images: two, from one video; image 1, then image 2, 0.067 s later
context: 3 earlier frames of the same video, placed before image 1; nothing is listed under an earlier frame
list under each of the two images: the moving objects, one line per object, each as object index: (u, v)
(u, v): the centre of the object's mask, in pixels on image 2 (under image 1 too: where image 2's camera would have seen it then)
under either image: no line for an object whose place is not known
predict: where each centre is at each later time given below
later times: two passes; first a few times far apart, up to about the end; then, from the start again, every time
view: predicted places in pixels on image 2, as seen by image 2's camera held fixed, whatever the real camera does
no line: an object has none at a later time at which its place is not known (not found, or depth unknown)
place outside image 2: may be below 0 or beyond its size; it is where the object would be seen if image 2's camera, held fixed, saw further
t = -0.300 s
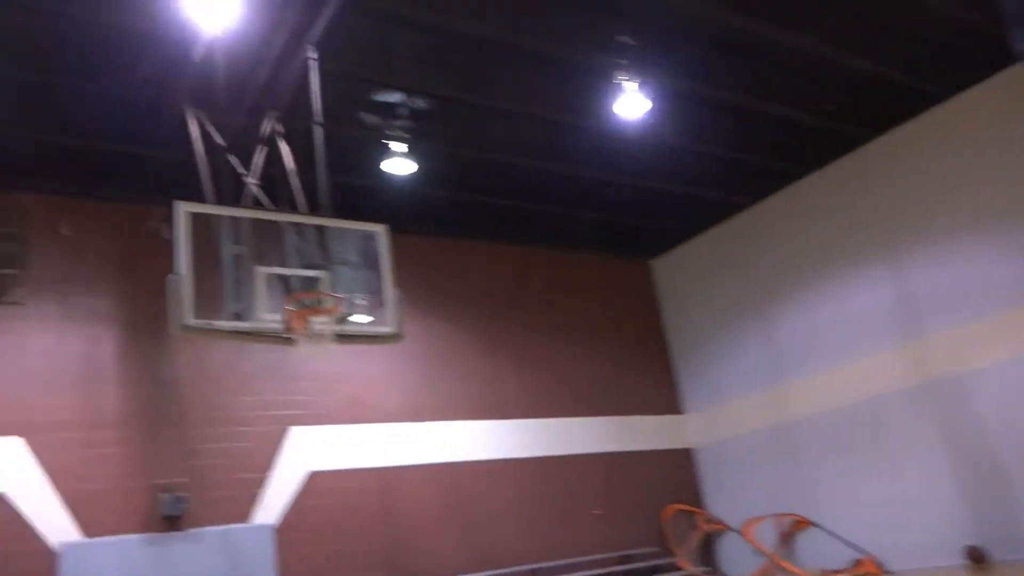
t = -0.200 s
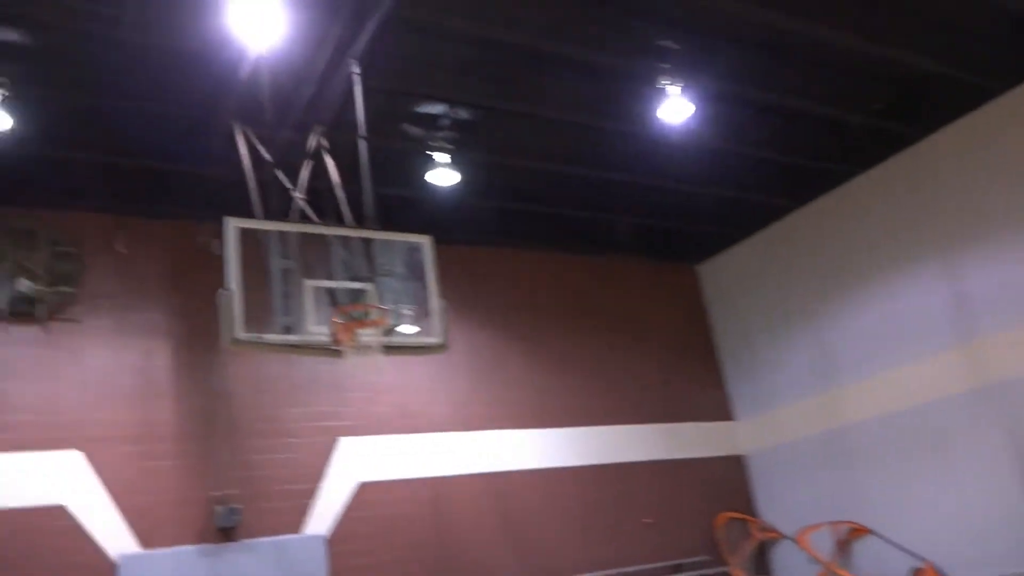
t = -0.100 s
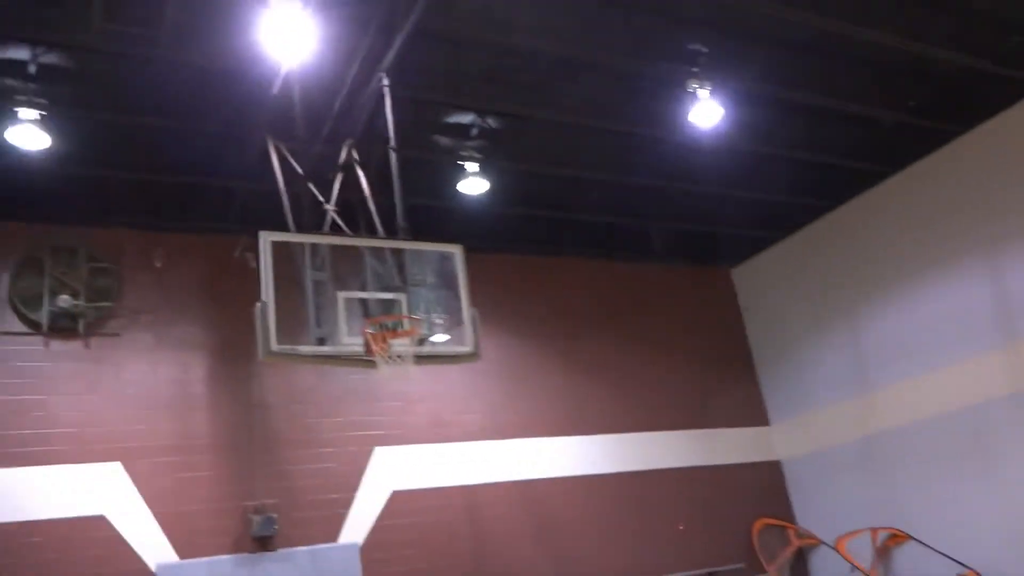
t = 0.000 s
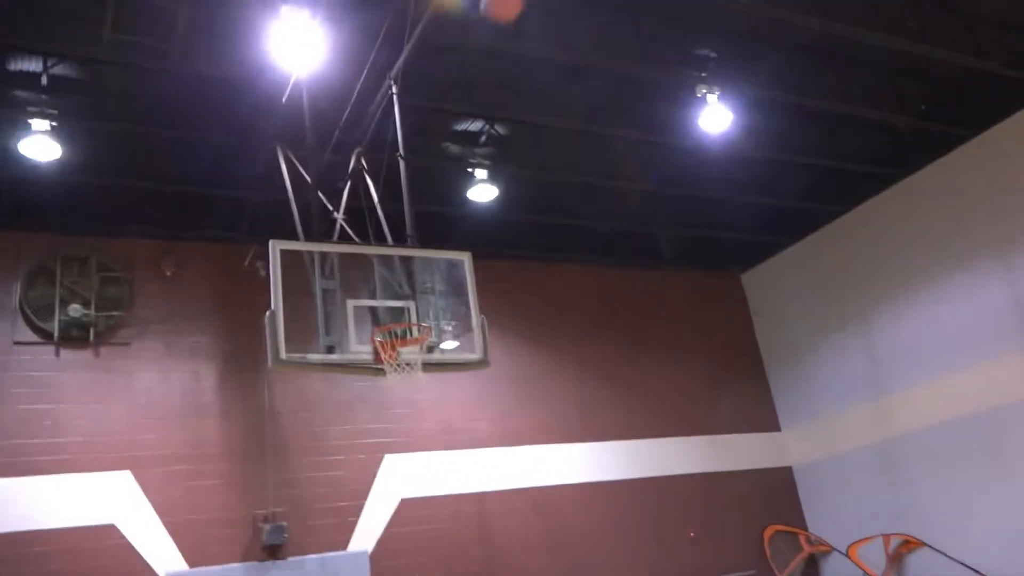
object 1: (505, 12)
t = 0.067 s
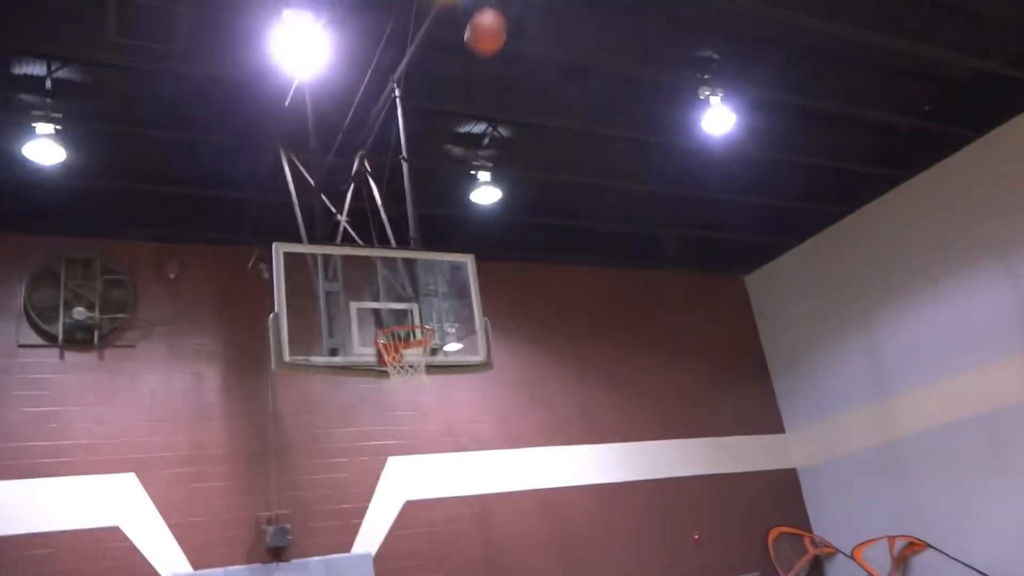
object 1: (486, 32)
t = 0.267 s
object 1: (443, 141)
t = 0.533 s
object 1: (409, 316)
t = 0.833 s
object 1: (433, 438)
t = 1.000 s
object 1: (467, 558)
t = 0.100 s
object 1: (477, 49)
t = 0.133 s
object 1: (469, 66)
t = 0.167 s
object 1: (462, 84)
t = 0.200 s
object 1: (455, 103)
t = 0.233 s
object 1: (449, 122)
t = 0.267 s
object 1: (443, 141)
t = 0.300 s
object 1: (437, 162)
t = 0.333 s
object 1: (433, 181)
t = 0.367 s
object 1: (428, 203)
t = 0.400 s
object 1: (424, 225)
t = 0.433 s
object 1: (420, 246)
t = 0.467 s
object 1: (416, 271)
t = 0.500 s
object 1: (414, 291)
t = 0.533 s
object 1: (409, 316)
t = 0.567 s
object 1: (405, 324)
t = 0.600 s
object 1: (407, 345)
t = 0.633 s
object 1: (411, 352)
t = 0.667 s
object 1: (412, 370)
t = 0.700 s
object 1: (414, 386)
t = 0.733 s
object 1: (418, 392)
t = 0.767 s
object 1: (423, 405)
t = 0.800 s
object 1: (428, 421)
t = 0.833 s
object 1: (433, 438)
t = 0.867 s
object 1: (439, 455)
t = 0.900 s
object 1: (445, 478)
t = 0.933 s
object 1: (452, 504)
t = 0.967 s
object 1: (460, 531)
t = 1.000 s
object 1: (467, 558)
